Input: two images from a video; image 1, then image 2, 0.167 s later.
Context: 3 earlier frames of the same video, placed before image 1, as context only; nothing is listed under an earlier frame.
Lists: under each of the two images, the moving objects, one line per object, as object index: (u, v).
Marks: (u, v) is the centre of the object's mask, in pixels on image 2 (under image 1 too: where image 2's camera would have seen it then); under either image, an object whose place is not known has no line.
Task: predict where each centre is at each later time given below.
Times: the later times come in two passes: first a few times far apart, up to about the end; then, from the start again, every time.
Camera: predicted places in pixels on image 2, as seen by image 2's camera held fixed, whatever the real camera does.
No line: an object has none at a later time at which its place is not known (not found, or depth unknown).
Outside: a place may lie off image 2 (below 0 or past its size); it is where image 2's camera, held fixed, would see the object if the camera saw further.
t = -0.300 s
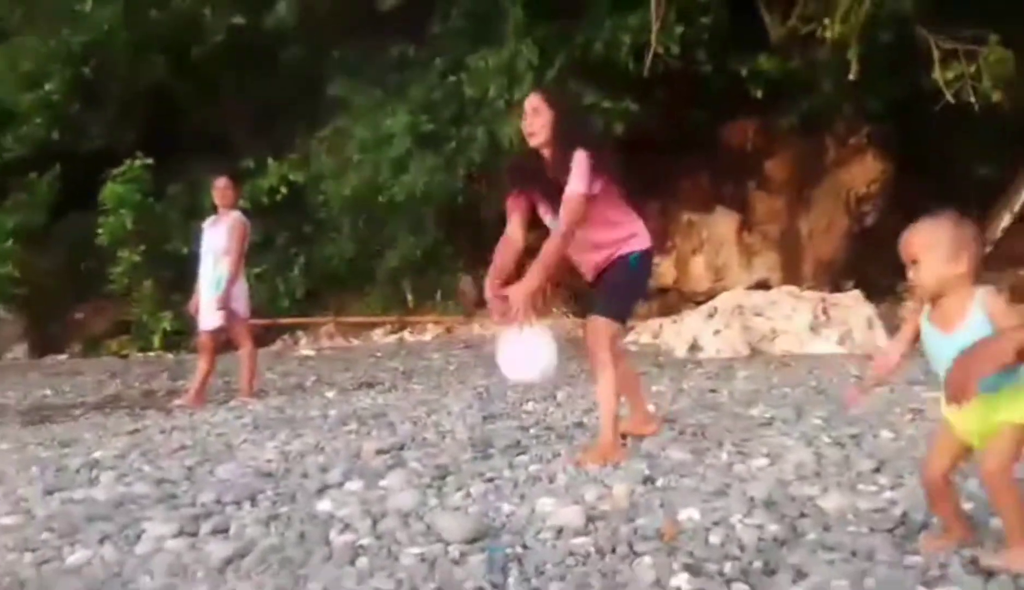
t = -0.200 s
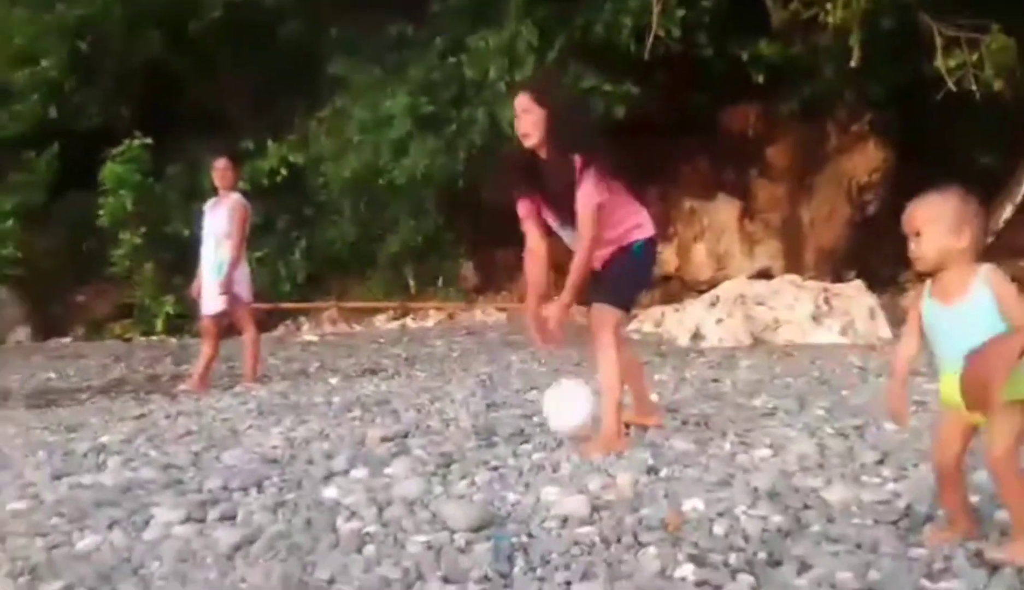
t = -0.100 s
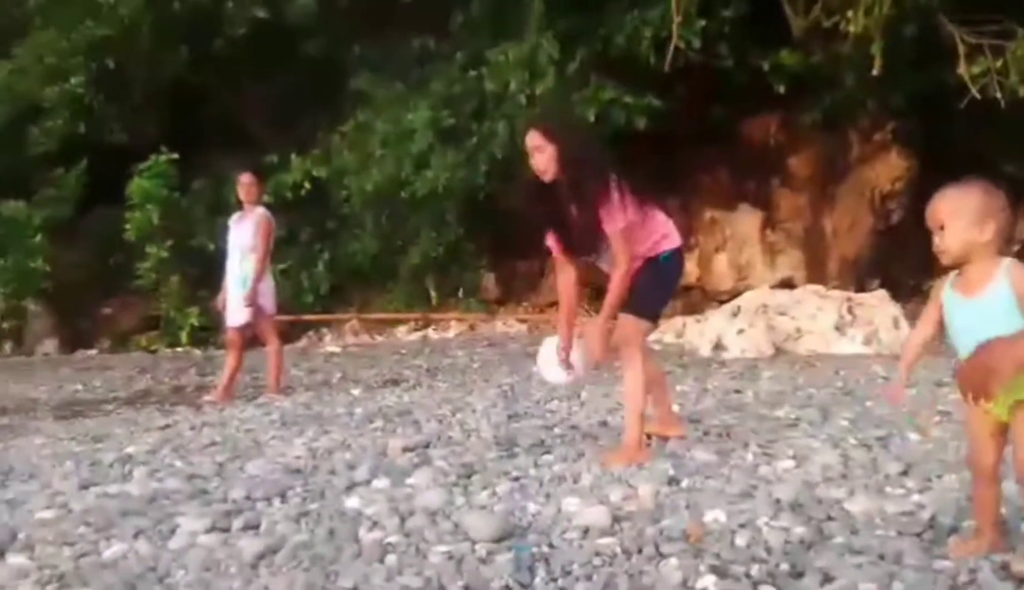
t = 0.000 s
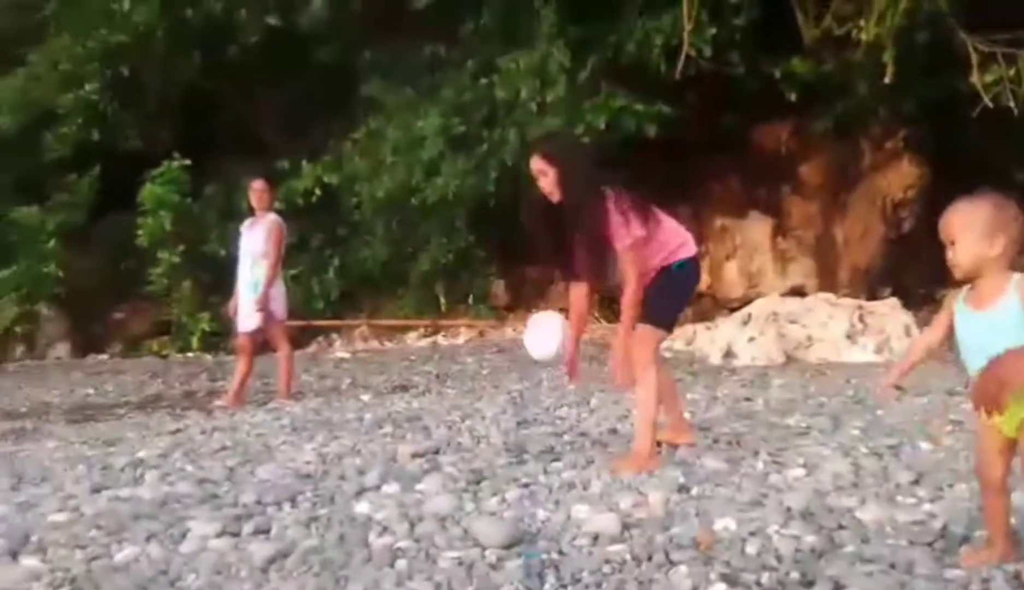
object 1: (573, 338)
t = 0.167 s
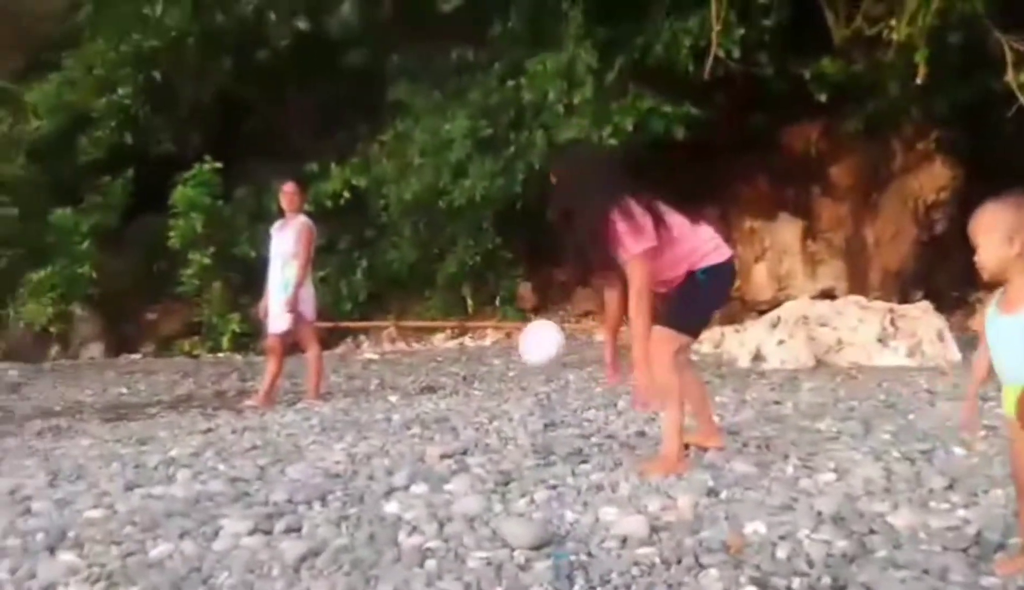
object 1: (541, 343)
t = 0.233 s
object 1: (529, 361)
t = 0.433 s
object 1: (495, 383)
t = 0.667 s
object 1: (457, 352)
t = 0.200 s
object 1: (536, 350)
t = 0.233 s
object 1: (529, 361)
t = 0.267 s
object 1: (523, 374)
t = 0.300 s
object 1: (518, 388)
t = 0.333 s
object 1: (512, 405)
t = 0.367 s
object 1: (509, 409)
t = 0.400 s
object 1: (502, 395)
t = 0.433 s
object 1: (495, 383)
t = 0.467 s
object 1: (489, 372)
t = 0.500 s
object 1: (483, 364)
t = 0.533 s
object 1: (477, 356)
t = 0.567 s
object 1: (473, 353)
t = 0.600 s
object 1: (468, 351)
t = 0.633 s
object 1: (463, 351)
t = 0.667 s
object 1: (457, 352)
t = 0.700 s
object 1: (453, 355)
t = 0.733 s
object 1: (449, 361)
